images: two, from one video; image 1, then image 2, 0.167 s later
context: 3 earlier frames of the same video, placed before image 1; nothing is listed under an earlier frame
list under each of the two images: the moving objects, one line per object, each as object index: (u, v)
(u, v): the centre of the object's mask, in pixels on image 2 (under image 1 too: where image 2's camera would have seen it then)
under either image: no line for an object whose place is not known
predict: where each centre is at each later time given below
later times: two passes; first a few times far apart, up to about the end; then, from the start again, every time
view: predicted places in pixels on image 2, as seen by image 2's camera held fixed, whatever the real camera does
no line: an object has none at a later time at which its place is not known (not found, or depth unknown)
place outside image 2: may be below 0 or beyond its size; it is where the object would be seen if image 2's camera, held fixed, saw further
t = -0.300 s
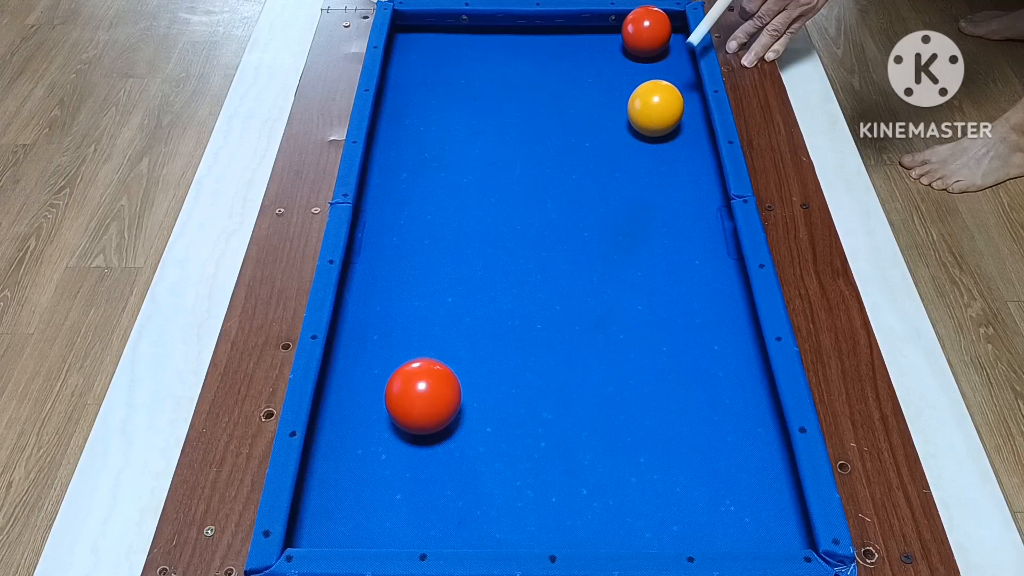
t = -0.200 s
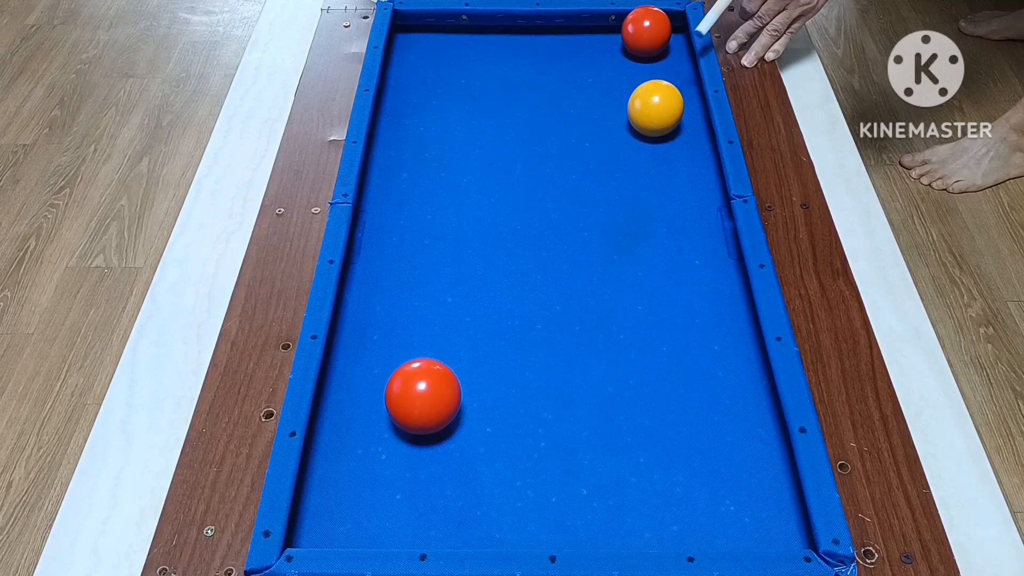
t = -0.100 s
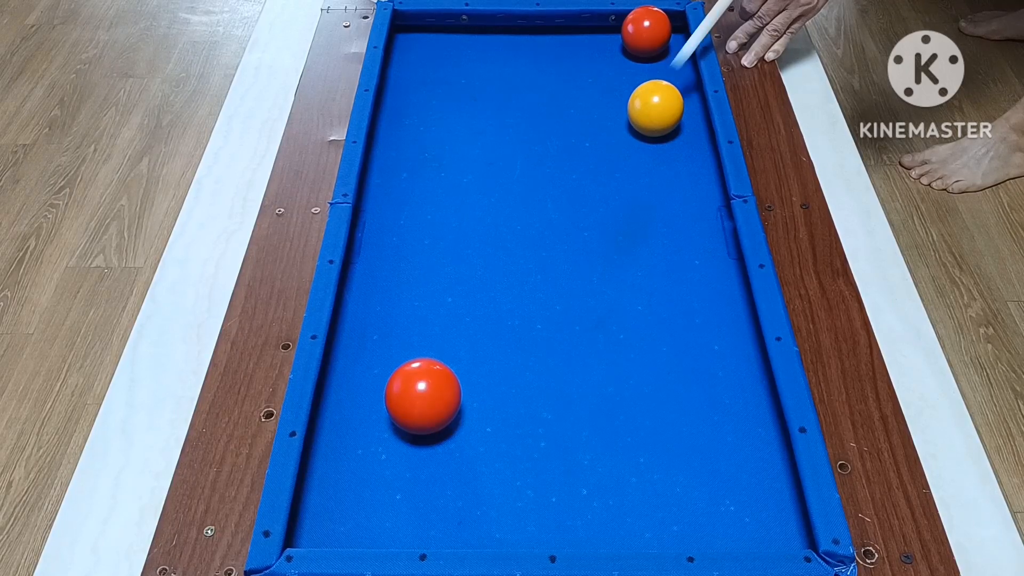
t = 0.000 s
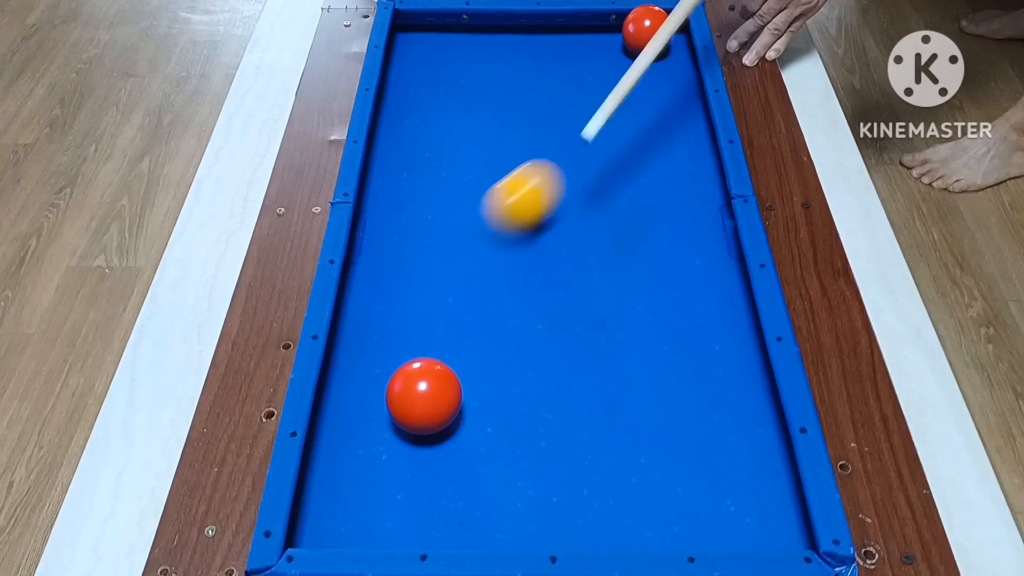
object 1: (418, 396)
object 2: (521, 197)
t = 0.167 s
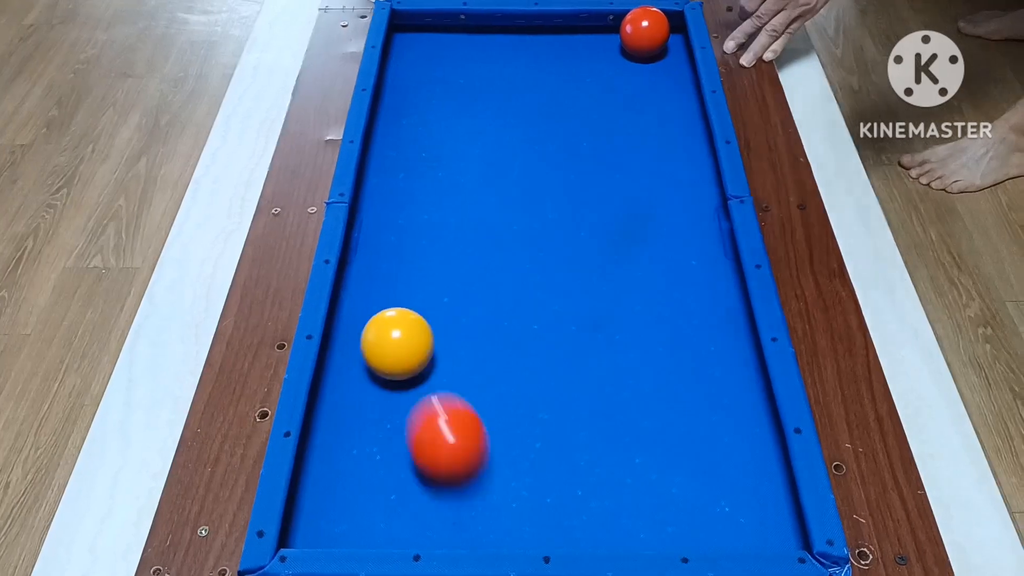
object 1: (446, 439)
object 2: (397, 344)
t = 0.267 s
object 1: (508, 507)
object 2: (408, 348)
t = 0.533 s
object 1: (590, 400)
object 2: (402, 394)
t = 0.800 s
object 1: (653, 317)
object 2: (397, 442)
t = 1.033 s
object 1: (699, 256)
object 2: (394, 483)
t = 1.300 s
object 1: (671, 204)
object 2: (396, 511)
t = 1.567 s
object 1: (641, 160)
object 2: (409, 493)
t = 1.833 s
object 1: (617, 122)
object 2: (418, 479)
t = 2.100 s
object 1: (596, 88)
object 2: (425, 468)
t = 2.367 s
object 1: (577, 59)
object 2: (429, 460)
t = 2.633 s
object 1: (561, 34)
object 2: (432, 455)
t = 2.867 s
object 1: (550, 38)
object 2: (434, 454)
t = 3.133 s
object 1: (540, 47)
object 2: (434, 453)
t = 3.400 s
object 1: (536, 55)
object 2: (434, 453)
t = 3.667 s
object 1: (533, 59)
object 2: (434, 453)
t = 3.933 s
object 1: (533, 62)
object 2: (434, 453)
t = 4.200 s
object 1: (534, 63)
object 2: (434, 453)
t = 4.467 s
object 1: (534, 63)
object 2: (434, 453)
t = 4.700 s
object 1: (534, 63)
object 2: (434, 453)
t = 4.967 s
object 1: (534, 63)
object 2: (434, 453)
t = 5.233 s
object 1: (534, 63)
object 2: (435, 453)
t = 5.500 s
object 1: (534, 62)
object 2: (434, 453)
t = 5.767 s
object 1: (534, 63)
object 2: (435, 453)
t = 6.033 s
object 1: (534, 63)
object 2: (435, 453)
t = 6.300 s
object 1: (534, 63)
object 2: (435, 453)
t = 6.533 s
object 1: (534, 63)
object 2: (435, 453)
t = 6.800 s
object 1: (534, 63)
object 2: (435, 453)
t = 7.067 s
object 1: (534, 63)
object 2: (435, 453)
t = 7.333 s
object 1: (534, 63)
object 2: (435, 453)
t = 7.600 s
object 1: (534, 63)
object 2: (435, 453)
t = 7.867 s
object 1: (534, 63)
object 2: (435, 453)
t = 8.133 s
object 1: (534, 63)
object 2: (435, 453)
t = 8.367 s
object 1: (534, 63)
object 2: (435, 453)
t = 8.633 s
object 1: (534, 63)
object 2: (435, 453)
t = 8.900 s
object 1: (534, 63)
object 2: (435, 453)
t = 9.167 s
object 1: (534, 63)
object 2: (435, 453)
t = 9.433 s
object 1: (534, 63)
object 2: (435, 453)
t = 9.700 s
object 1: (534, 63)
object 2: (435, 453)
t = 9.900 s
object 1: (534, 63)
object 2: (435, 453)
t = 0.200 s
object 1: (469, 477)
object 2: (403, 343)
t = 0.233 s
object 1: (492, 510)
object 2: (407, 345)
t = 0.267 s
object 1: (508, 507)
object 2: (408, 348)
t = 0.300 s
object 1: (521, 490)
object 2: (409, 352)
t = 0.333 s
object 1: (532, 474)
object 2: (408, 358)
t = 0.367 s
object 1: (542, 461)
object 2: (407, 364)
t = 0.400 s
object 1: (552, 449)
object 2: (406, 370)
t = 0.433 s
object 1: (562, 437)
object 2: (405, 376)
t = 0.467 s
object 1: (571, 424)
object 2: (404, 382)
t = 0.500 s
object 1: (581, 411)
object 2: (403, 387)
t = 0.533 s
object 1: (590, 400)
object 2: (402, 394)
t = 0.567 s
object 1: (598, 389)
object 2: (401, 400)
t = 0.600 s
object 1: (607, 379)
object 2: (401, 406)
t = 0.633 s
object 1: (615, 367)
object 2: (400, 412)
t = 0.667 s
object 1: (623, 356)
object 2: (399, 418)
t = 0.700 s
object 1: (630, 346)
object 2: (398, 424)
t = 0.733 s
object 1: (638, 336)
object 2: (398, 430)
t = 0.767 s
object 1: (645, 326)
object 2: (397, 437)
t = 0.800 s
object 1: (653, 317)
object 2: (397, 442)
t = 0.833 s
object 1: (660, 308)
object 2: (396, 448)
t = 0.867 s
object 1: (667, 298)
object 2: (396, 454)
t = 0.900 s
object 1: (673, 290)
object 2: (395, 461)
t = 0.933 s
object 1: (680, 281)
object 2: (395, 466)
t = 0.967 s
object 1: (686, 273)
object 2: (394, 472)
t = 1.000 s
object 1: (693, 264)
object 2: (394, 478)
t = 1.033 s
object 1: (699, 256)
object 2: (394, 483)
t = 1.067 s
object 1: (704, 248)
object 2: (394, 489)
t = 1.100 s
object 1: (699, 241)
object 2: (393, 495)
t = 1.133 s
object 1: (694, 235)
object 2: (393, 500)
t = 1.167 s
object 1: (689, 228)
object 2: (393, 506)
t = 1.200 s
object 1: (685, 222)
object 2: (392, 510)
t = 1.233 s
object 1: (680, 216)
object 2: (393, 514)
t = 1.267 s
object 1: (676, 210)
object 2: (394, 512)
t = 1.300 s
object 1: (671, 204)
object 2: (396, 511)
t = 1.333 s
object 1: (667, 198)
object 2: (398, 508)
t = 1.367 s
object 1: (663, 192)
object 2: (399, 506)
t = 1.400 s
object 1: (659, 187)
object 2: (401, 504)
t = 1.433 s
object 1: (655, 182)
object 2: (403, 502)
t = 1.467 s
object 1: (652, 177)
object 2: (404, 500)
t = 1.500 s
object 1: (648, 170)
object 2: (406, 497)
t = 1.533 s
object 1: (645, 166)
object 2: (407, 496)
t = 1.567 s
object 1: (641, 160)
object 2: (409, 493)
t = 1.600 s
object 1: (638, 155)
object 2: (410, 492)
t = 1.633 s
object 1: (635, 151)
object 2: (412, 489)
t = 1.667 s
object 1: (632, 145)
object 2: (413, 488)
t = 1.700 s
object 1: (629, 141)
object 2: (414, 486)
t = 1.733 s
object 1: (626, 136)
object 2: (415, 484)
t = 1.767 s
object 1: (623, 131)
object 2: (417, 482)
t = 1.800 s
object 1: (620, 127)
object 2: (418, 481)
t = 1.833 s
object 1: (617, 122)
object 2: (418, 479)
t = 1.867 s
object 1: (615, 118)
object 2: (419, 477)
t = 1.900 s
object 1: (612, 113)
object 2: (420, 476)
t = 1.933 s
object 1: (609, 108)
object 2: (421, 474)
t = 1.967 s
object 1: (607, 105)
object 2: (422, 473)
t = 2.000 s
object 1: (604, 101)
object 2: (423, 472)
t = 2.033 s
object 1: (601, 97)
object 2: (424, 471)
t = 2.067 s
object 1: (599, 92)
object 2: (425, 469)
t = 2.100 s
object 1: (596, 88)
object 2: (425, 468)
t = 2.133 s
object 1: (594, 85)
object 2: (426, 467)
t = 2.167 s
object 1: (591, 80)
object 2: (427, 466)
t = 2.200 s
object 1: (589, 78)
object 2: (427, 465)
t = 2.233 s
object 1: (587, 73)
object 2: (428, 464)
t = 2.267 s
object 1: (584, 70)
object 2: (428, 463)
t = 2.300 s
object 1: (582, 66)
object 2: (429, 462)
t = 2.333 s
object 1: (580, 63)
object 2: (429, 461)
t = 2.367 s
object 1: (577, 59)
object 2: (429, 460)
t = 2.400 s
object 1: (575, 56)
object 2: (430, 459)
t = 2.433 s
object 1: (573, 53)
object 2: (430, 459)
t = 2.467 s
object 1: (571, 50)
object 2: (430, 458)
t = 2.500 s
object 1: (569, 47)
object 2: (431, 457)
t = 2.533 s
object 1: (567, 44)
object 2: (431, 456)
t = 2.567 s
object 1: (564, 41)
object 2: (431, 456)
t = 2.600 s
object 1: (563, 37)
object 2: (431, 455)
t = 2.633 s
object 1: (561, 34)
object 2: (432, 455)
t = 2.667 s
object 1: (559, 31)
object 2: (432, 455)
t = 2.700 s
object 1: (557, 33)
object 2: (432, 454)
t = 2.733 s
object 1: (556, 34)
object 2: (433, 454)
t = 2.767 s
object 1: (554, 35)
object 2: (433, 454)
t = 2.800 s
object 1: (552, 36)
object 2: (433, 454)
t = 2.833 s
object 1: (551, 37)
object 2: (433, 454)
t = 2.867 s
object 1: (550, 38)
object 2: (434, 454)
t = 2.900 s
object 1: (548, 40)
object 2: (434, 454)
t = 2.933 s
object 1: (547, 41)
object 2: (434, 454)
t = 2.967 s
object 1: (546, 42)
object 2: (434, 453)
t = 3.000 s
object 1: (545, 43)
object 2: (434, 453)
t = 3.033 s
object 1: (543, 45)
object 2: (434, 453)
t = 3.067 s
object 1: (542, 45)
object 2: (434, 453)
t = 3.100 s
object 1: (541, 46)
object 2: (434, 453)
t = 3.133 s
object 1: (540, 47)
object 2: (434, 453)
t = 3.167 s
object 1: (540, 49)
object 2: (434, 453)
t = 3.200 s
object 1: (539, 50)
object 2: (434, 453)
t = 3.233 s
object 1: (538, 51)
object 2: (434, 453)
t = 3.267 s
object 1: (537, 52)
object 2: (434, 453)
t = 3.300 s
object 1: (537, 53)
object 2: (434, 453)
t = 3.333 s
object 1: (536, 54)
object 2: (434, 453)
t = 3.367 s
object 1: (536, 54)
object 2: (434, 453)
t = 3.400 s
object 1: (536, 55)
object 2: (434, 453)
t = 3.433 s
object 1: (535, 55)
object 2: (434, 453)
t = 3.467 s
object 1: (535, 56)
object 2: (434, 453)
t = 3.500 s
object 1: (534, 56)
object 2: (434, 453)
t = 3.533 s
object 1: (534, 57)
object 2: (434, 453)
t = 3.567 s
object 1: (534, 58)
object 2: (434, 453)
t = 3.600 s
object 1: (533, 58)
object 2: (434, 453)
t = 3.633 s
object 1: (533, 59)
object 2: (434, 453)
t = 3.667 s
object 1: (533, 59)
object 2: (434, 453)
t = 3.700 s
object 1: (533, 59)
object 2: (434, 453)
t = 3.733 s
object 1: (533, 60)
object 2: (434, 453)
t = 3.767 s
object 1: (533, 61)
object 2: (434, 453)
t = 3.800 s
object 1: (533, 61)
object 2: (434, 453)
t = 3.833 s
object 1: (533, 61)
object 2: (434, 453)
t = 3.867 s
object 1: (533, 62)
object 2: (434, 453)
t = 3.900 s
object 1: (533, 62)
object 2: (434, 453)
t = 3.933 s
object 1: (533, 62)
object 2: (434, 453)
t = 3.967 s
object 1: (533, 63)
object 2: (434, 453)
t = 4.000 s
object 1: (533, 62)
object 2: (434, 453)
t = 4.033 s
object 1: (533, 63)
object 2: (434, 453)
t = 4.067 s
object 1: (534, 63)
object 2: (434, 453)
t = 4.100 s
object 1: (534, 63)
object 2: (434, 453)
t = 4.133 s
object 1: (534, 63)
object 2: (434, 453)
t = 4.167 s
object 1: (534, 63)
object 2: (434, 453)
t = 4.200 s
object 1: (534, 63)
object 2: (434, 453)
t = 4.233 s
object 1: (534, 63)
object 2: (434, 453)
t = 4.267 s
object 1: (534, 63)
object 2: (434, 453)
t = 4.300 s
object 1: (534, 63)
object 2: (434, 453)
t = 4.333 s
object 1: (534, 63)
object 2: (434, 453)
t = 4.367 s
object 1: (534, 63)
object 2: (434, 453)
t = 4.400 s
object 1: (534, 63)
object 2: (434, 453)
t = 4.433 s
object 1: (534, 63)
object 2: (434, 453)
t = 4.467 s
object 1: (534, 63)
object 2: (434, 453)
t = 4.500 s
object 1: (534, 63)
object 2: (434, 453)
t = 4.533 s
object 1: (534, 63)
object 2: (434, 453)
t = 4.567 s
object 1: (534, 63)
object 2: (434, 453)
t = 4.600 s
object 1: (534, 63)
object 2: (434, 453)
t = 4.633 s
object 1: (534, 64)
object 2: (434, 453)
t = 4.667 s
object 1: (534, 64)
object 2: (434, 453)
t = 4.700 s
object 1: (534, 63)
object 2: (434, 453)
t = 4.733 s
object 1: (534, 63)
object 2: (434, 453)
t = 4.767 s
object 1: (534, 63)
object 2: (434, 453)
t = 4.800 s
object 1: (534, 63)
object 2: (434, 453)
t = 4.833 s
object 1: (534, 63)
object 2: (434, 453)
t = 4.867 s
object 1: (534, 63)
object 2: (434, 453)
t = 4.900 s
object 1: (534, 63)
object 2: (434, 453)
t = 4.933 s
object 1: (534, 63)
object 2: (434, 453)
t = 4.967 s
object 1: (534, 63)
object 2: (434, 453)
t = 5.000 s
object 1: (534, 63)
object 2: (434, 453)
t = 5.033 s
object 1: (534, 63)
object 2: (434, 453)
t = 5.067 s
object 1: (534, 63)
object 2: (434, 453)
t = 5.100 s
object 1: (534, 63)
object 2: (434, 453)
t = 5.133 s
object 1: (534, 63)
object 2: (434, 453)
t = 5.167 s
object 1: (534, 63)
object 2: (434, 453)
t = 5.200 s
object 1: (534, 63)
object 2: (434, 453)
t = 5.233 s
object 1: (534, 63)
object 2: (435, 453)
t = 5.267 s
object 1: (534, 63)
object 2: (434, 453)
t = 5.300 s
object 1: (534, 63)
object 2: (434, 453)
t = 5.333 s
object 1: (534, 63)
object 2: (434, 453)
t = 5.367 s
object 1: (534, 62)
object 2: (434, 453)
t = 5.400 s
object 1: (534, 63)
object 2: (434, 453)
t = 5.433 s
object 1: (534, 62)
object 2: (435, 453)
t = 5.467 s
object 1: (534, 63)
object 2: (434, 453)
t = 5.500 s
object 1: (534, 62)
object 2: (434, 453)
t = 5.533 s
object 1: (534, 63)
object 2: (434, 453)
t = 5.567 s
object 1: (534, 63)
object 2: (434, 453)
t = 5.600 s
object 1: (534, 63)
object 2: (434, 453)
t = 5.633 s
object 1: (534, 63)
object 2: (434, 453)
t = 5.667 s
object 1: (534, 63)
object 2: (434, 453)
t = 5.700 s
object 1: (534, 64)
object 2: (434, 453)
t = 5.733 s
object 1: (534, 63)
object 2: (435, 453)
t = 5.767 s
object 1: (534, 63)
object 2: (435, 453)
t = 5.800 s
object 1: (534, 63)
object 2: (434, 453)
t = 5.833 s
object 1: (534, 63)
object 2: (435, 453)
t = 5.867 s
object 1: (534, 64)
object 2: (434, 453)
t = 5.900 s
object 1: (534, 63)
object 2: (435, 453)
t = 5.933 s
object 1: (534, 63)
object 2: (434, 453)
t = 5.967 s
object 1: (534, 63)
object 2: (435, 453)
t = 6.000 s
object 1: (534, 63)
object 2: (435, 453)
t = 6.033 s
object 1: (534, 63)
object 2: (435, 453)
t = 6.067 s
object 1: (534, 63)
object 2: (435, 453)
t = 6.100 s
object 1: (534, 63)
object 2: (435, 453)
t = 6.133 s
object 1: (534, 63)
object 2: (435, 453)
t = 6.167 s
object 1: (534, 63)
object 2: (435, 453)
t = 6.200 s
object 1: (534, 63)
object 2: (435, 453)
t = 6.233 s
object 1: (534, 63)
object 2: (435, 453)
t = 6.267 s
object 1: (534, 63)
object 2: (435, 453)
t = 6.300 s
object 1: (534, 63)
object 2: (435, 453)
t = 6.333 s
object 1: (534, 63)
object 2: (435, 453)
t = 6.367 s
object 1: (534, 63)
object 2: (435, 453)
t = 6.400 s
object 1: (534, 63)
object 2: (435, 453)
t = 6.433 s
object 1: (534, 63)
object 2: (435, 453)
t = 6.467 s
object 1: (534, 63)
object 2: (435, 453)
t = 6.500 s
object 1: (534, 63)
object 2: (435, 453)
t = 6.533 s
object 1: (534, 63)
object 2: (435, 453)
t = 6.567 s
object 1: (534, 63)
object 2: (435, 453)
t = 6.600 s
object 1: (534, 63)
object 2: (435, 453)
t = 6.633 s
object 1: (534, 63)
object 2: (435, 453)
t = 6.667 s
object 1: (534, 63)
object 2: (435, 453)
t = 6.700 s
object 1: (534, 63)
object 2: (435, 453)
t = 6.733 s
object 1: (534, 63)
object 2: (435, 453)
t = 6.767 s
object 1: (534, 63)
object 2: (435, 453)
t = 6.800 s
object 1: (534, 63)
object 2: (435, 453)
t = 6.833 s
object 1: (534, 63)
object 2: (435, 453)
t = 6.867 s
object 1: (534, 63)
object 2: (435, 453)
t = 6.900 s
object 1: (534, 63)
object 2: (435, 453)
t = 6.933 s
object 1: (534, 63)
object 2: (435, 453)
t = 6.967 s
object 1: (534, 63)
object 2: (435, 453)
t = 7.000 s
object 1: (534, 63)
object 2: (435, 453)
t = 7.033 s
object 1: (534, 63)
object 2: (435, 453)
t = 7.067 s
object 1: (534, 63)
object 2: (435, 453)
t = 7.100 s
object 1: (534, 63)
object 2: (435, 453)
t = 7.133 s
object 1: (534, 63)
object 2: (435, 453)
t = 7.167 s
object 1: (534, 63)
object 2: (435, 453)
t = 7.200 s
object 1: (534, 63)
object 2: (435, 453)
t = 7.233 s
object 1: (534, 63)
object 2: (435, 453)
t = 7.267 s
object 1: (534, 63)
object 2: (435, 453)
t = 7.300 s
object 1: (534, 63)
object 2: (435, 453)
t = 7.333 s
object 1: (534, 63)
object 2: (435, 453)
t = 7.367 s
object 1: (534, 63)
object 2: (435, 453)
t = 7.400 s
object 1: (534, 63)
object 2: (435, 453)
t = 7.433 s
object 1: (534, 63)
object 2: (435, 453)
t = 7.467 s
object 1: (534, 63)
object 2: (435, 453)
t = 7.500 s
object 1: (534, 63)
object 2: (435, 453)
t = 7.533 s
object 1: (534, 64)
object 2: (435, 453)
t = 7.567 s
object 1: (534, 64)
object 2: (435, 453)
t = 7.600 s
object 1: (534, 63)
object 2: (435, 453)
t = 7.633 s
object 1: (534, 64)
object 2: (435, 453)
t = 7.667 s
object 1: (534, 63)
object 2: (435, 453)
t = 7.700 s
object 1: (534, 63)
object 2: (435, 453)
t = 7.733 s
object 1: (534, 63)
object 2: (435, 453)
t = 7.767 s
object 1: (534, 63)
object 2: (435, 453)
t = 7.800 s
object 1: (534, 63)
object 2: (435, 453)
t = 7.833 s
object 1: (534, 63)
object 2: (435, 453)
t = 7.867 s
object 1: (534, 63)
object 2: (435, 453)
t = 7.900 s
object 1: (534, 63)
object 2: (435, 453)
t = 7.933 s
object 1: (534, 63)
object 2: (435, 453)
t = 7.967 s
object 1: (534, 63)
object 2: (435, 453)
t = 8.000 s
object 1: (534, 63)
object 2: (435, 453)
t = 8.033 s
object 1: (534, 63)
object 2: (435, 453)
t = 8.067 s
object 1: (534, 63)
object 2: (435, 453)
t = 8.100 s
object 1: (534, 63)
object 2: (435, 453)
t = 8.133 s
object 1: (534, 63)
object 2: (435, 453)
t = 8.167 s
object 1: (534, 63)
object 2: (435, 453)
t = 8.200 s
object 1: (534, 63)
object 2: (435, 453)
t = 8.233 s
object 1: (534, 63)
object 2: (435, 453)
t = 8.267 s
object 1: (534, 63)
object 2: (435, 453)
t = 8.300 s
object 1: (534, 63)
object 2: (435, 453)
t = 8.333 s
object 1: (534, 63)
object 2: (435, 453)
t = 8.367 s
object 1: (534, 63)
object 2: (435, 453)
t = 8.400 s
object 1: (534, 63)
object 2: (435, 453)
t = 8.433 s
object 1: (534, 63)
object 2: (435, 453)
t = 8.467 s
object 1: (534, 63)
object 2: (435, 453)
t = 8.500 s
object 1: (534, 63)
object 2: (435, 453)
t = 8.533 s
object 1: (534, 63)
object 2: (435, 453)
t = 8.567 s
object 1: (534, 63)
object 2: (435, 453)
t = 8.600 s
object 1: (534, 63)
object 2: (435, 453)
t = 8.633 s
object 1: (534, 63)
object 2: (435, 453)
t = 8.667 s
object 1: (534, 63)
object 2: (435, 453)
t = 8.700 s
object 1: (534, 63)
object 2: (435, 453)
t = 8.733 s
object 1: (534, 63)
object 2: (435, 453)
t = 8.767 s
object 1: (534, 63)
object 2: (435, 453)
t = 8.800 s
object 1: (534, 63)
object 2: (435, 453)
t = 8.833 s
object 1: (534, 63)
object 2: (435, 453)
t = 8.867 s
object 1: (534, 63)
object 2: (435, 453)
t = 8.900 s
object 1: (534, 63)
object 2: (435, 453)
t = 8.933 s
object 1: (534, 63)
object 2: (435, 453)
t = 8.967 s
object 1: (534, 63)
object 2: (435, 453)
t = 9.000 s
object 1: (534, 63)
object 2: (435, 453)
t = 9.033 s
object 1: (534, 63)
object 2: (435, 453)
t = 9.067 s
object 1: (534, 63)
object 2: (435, 453)
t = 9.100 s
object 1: (534, 63)
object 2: (435, 453)
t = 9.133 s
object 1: (534, 63)
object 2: (435, 453)
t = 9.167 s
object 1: (534, 63)
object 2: (435, 453)
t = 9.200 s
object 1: (534, 63)
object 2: (435, 453)
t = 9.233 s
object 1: (534, 63)
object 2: (435, 453)
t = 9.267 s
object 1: (534, 63)
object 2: (435, 453)
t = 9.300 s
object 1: (534, 63)
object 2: (435, 453)
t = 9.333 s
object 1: (534, 63)
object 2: (435, 453)
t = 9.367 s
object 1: (534, 63)
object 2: (435, 453)
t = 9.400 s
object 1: (534, 63)
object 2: (435, 453)
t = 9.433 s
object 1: (534, 63)
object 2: (435, 453)
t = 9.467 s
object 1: (534, 63)
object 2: (435, 453)
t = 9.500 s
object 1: (534, 63)
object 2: (435, 453)
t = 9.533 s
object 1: (534, 63)
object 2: (435, 453)
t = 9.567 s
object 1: (534, 63)
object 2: (435, 453)
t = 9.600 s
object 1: (534, 63)
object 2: (435, 453)
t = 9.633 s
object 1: (534, 63)
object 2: (435, 453)
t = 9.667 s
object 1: (534, 63)
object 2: (435, 453)
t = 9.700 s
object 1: (534, 63)
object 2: (435, 453)
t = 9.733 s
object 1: (534, 63)
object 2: (435, 453)
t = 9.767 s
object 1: (534, 63)
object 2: (435, 453)
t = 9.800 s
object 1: (534, 63)
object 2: (435, 453)
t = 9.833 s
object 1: (534, 63)
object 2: (435, 453)
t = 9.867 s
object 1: (534, 63)
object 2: (435, 453)
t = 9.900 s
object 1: (534, 63)
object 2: (435, 453)
